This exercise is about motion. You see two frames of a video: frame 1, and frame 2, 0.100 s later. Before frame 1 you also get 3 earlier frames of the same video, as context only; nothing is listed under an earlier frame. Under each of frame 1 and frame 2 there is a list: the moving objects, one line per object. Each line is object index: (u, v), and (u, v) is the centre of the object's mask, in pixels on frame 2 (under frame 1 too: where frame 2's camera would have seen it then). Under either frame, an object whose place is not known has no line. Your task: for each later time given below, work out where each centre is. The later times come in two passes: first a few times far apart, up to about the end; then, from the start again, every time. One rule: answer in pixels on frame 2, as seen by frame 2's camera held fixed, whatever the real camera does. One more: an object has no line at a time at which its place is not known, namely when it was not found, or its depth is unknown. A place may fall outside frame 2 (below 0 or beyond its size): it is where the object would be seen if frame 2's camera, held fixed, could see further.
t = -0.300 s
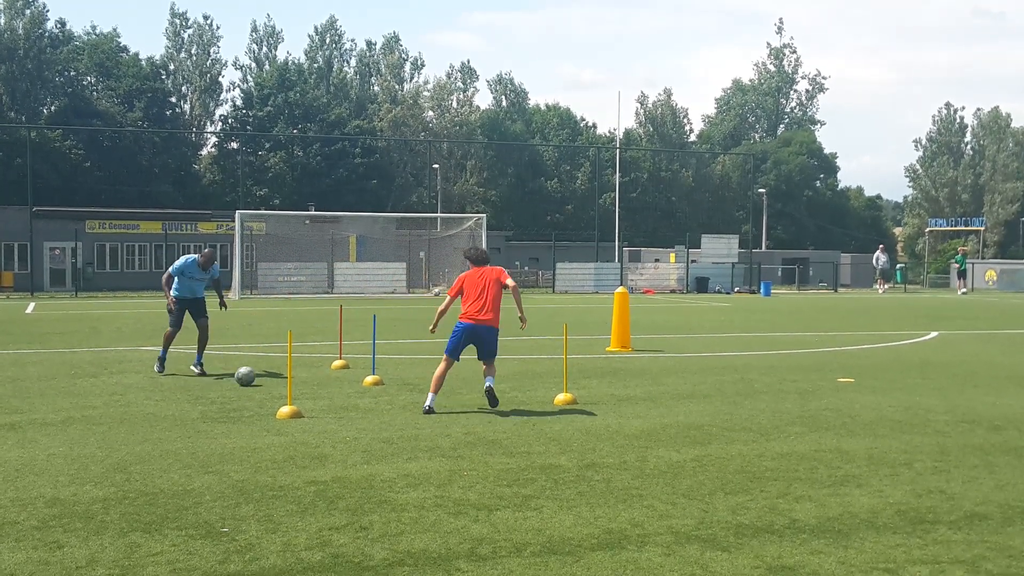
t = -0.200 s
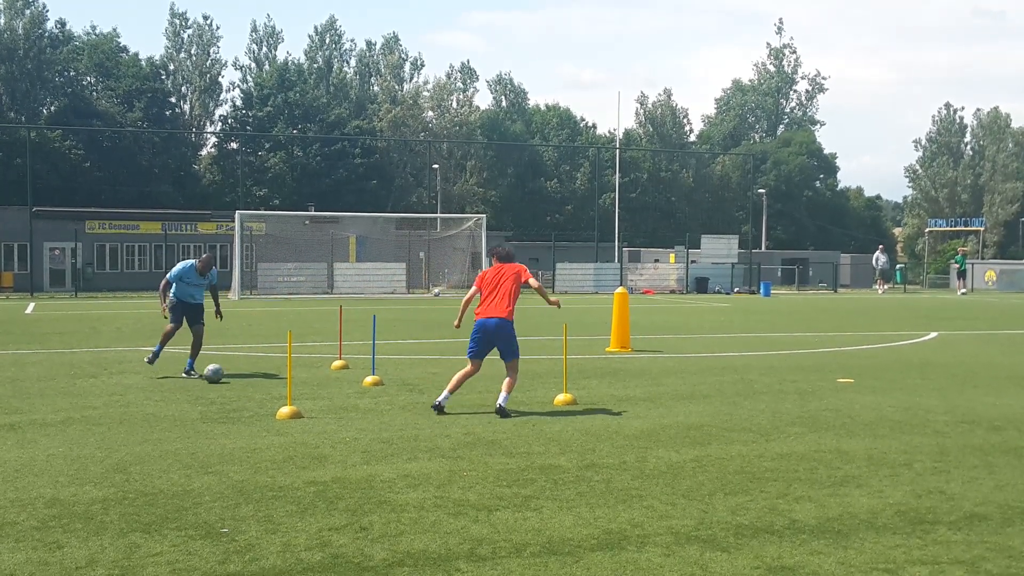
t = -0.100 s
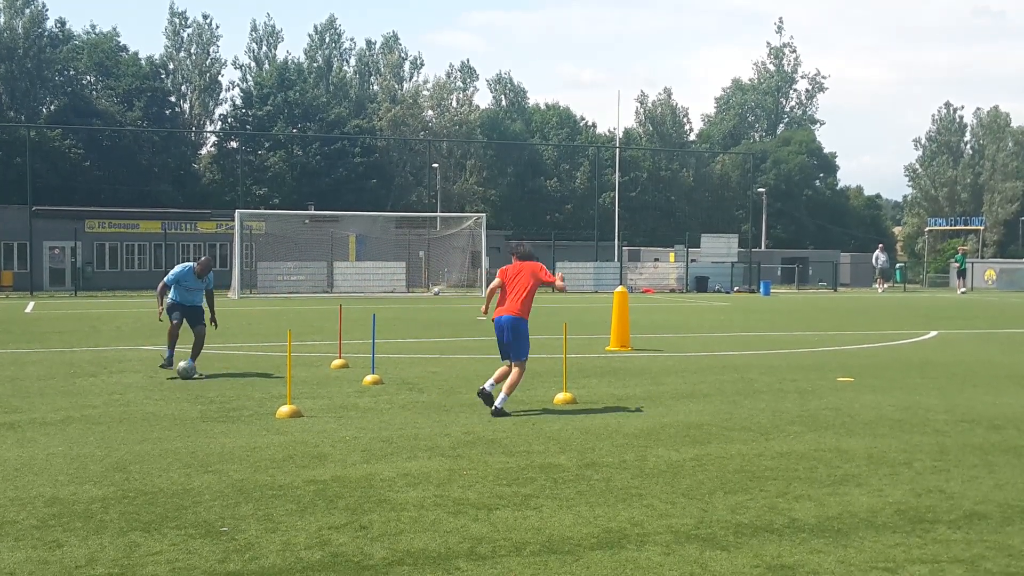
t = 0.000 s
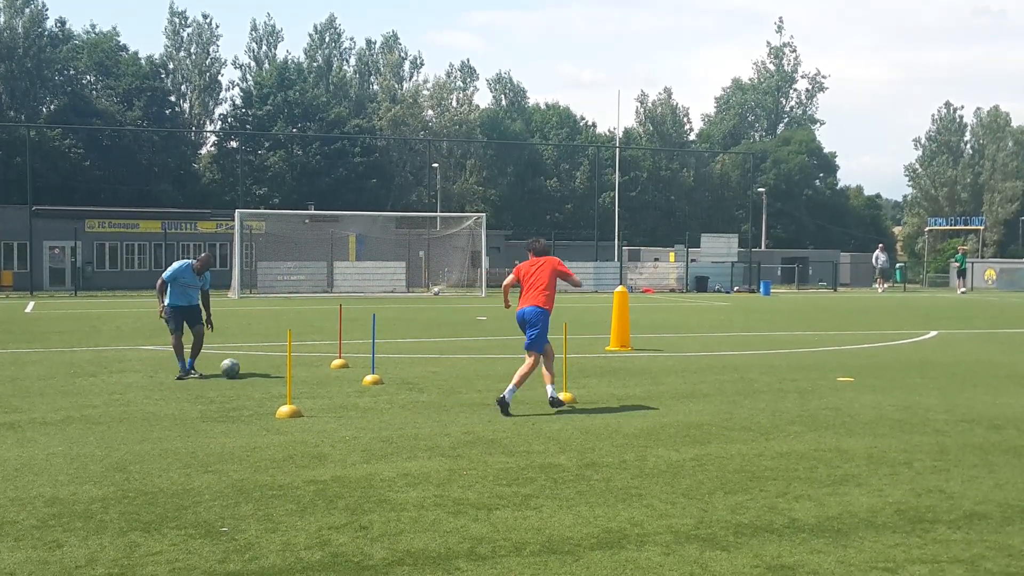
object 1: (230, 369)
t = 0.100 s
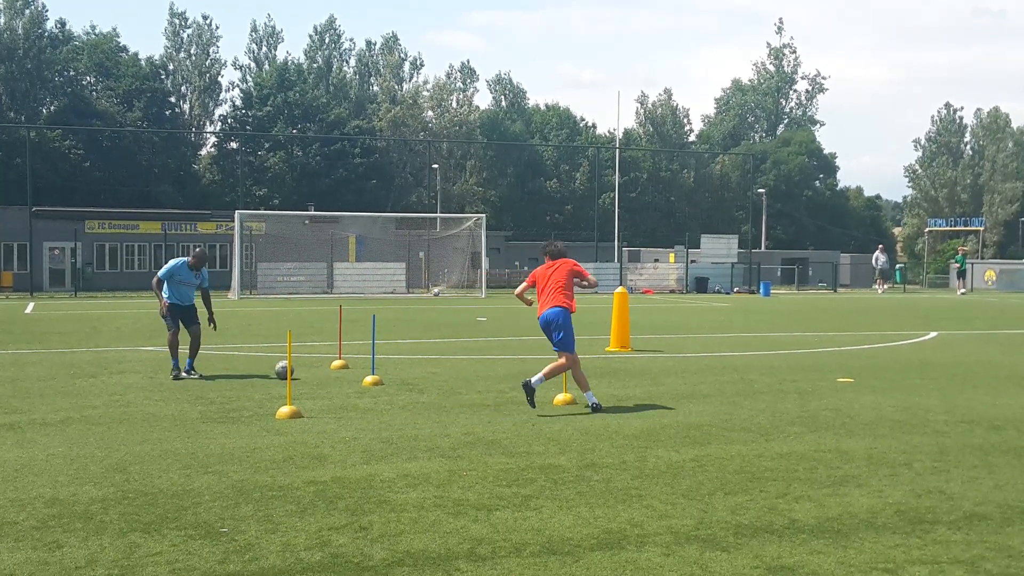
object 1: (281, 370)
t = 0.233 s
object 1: (348, 370)
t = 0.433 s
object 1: (428, 369)
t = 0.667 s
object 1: (504, 370)
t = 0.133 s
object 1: (301, 369)
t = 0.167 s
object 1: (316, 369)
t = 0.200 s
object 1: (333, 370)
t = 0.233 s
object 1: (348, 370)
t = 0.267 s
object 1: (362, 369)
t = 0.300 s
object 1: (377, 368)
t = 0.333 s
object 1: (391, 370)
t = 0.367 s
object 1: (403, 370)
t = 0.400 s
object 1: (415, 369)
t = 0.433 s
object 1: (428, 369)
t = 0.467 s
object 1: (440, 371)
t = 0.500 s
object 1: (451, 370)
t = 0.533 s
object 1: (462, 370)
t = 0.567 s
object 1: (472, 370)
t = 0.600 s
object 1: (483, 370)
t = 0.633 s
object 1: (493, 369)
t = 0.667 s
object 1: (504, 370)
